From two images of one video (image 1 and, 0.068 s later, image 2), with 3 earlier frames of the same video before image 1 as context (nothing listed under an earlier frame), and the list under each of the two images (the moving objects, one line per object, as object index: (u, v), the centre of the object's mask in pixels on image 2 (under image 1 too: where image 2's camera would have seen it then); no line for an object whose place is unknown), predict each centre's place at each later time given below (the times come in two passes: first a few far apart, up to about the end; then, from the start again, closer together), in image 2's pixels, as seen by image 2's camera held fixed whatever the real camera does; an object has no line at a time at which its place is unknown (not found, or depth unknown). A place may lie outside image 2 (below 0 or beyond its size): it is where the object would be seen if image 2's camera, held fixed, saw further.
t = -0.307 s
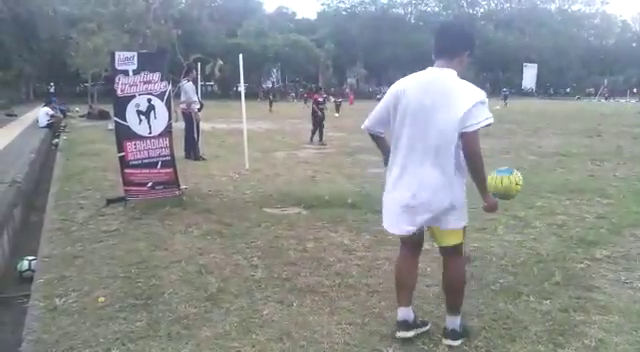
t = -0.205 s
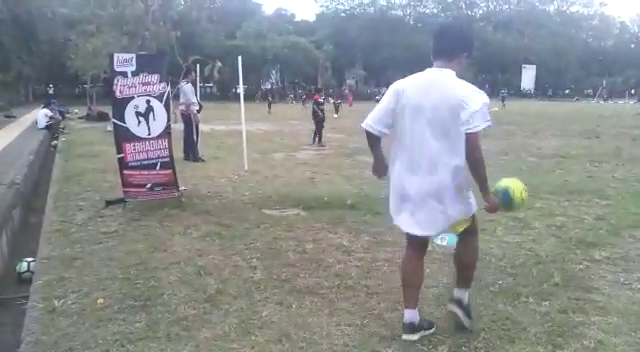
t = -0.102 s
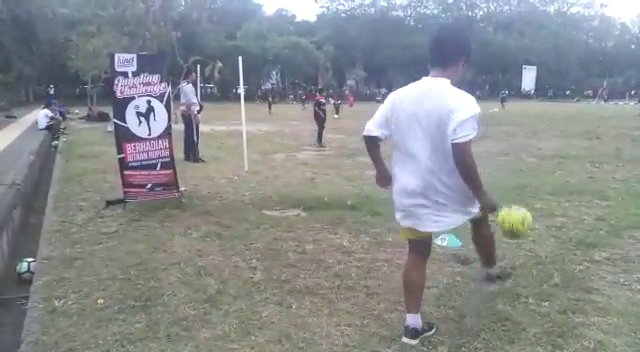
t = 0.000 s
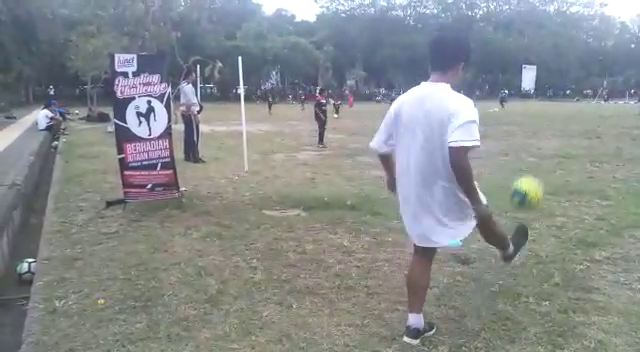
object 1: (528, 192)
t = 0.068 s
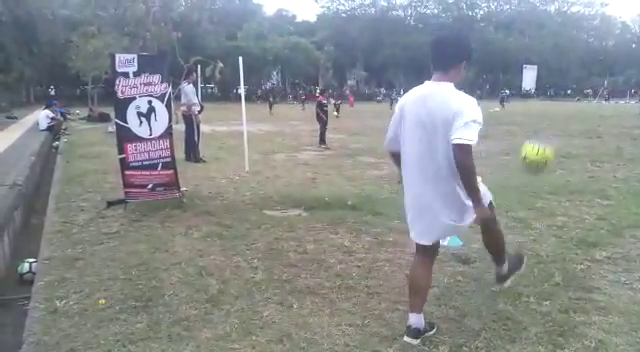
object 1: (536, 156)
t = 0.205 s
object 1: (555, 95)
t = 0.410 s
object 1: (579, 56)
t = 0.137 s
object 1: (545, 121)
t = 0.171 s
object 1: (551, 107)
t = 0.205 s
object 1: (555, 95)
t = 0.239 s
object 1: (559, 85)
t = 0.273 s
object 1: (563, 75)
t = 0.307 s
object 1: (567, 68)
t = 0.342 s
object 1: (571, 63)
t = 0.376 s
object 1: (575, 57)
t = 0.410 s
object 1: (579, 56)
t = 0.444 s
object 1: (582, 55)
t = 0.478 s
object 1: (585, 56)
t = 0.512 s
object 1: (588, 58)
